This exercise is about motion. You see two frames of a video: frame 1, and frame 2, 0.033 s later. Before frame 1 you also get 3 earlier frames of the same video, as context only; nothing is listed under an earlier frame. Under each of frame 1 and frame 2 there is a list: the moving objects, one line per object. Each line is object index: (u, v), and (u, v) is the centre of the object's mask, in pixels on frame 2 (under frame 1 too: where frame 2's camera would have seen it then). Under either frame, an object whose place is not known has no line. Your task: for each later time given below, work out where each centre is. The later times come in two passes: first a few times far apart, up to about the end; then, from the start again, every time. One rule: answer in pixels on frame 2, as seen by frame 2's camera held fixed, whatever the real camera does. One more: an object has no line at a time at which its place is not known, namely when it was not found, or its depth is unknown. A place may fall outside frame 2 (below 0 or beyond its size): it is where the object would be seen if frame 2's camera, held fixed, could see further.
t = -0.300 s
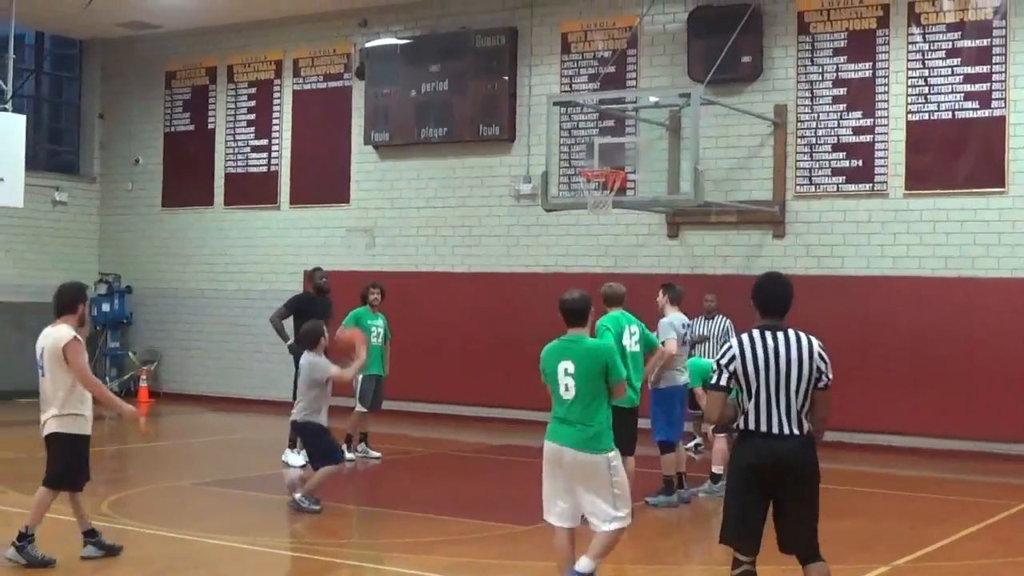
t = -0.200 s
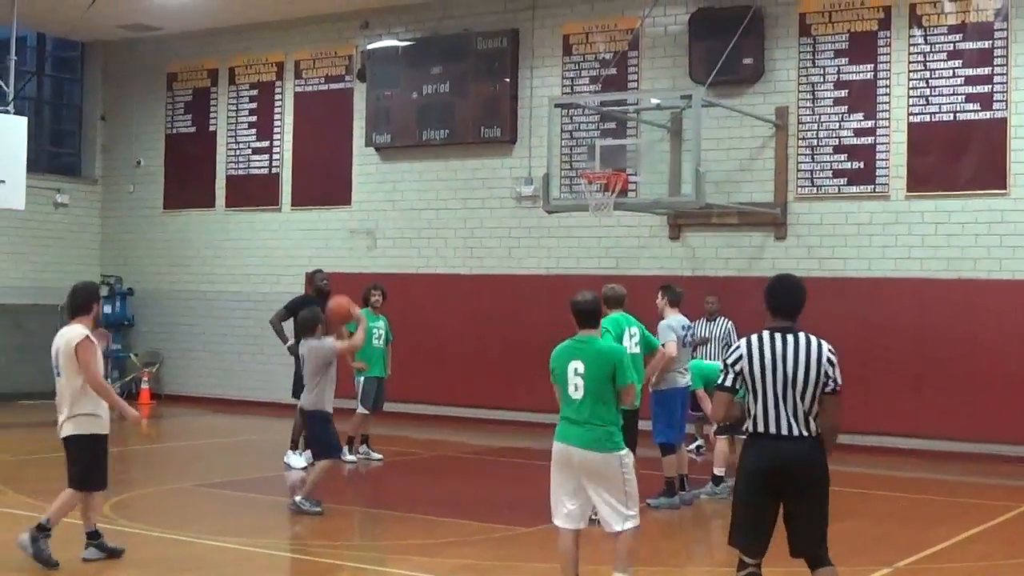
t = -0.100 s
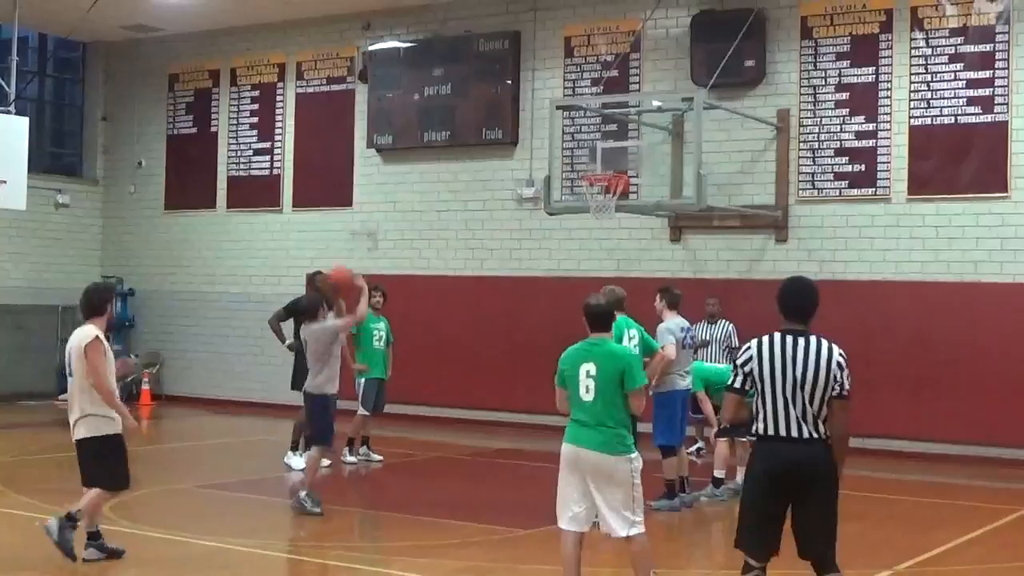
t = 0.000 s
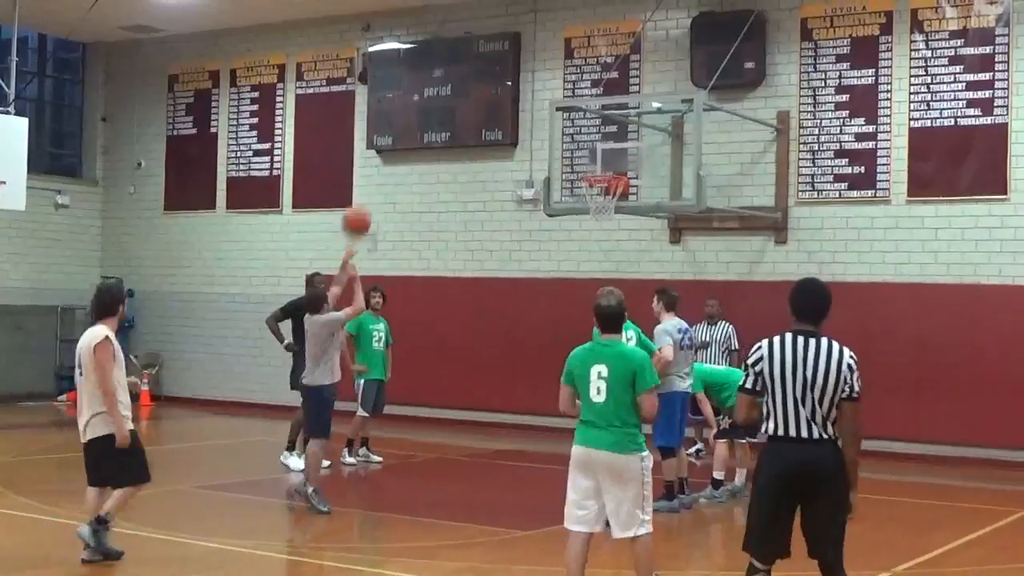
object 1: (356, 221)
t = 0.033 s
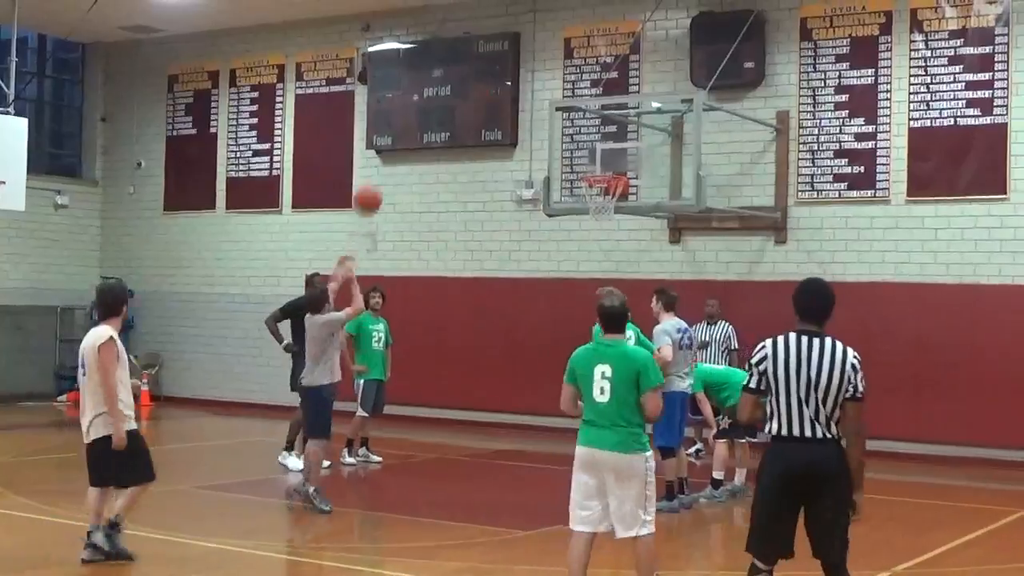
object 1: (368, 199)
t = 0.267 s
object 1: (439, 89)
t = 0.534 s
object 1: (507, 47)
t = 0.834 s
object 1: (572, 89)
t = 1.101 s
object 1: (612, 168)
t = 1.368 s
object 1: (604, 162)
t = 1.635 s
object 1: (621, 178)
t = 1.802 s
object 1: (628, 215)
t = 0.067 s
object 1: (378, 179)
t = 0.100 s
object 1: (389, 160)
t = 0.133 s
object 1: (400, 141)
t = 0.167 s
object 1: (411, 126)
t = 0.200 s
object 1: (421, 112)
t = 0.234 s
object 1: (429, 100)
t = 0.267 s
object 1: (439, 89)
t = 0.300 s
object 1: (449, 78)
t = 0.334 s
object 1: (459, 69)
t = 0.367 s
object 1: (467, 62)
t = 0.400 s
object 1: (475, 58)
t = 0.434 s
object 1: (484, 52)
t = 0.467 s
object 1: (492, 50)
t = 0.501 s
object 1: (500, 48)
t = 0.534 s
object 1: (507, 47)
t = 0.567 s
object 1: (516, 48)
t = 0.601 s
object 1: (522, 50)
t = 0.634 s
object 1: (530, 52)
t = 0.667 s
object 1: (538, 56)
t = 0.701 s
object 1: (545, 61)
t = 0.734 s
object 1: (552, 66)
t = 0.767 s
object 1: (559, 73)
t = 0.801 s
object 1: (565, 80)
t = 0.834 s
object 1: (572, 89)
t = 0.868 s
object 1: (579, 98)
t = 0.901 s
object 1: (587, 108)
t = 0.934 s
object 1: (591, 120)
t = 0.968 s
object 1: (600, 132)
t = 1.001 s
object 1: (604, 146)
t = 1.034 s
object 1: (609, 159)
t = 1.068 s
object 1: (614, 168)
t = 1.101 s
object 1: (612, 168)
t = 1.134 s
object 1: (607, 171)
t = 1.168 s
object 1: (601, 171)
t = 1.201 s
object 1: (593, 173)
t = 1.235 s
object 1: (594, 171)
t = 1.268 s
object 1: (596, 167)
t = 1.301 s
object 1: (599, 166)
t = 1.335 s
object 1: (601, 164)
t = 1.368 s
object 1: (604, 162)
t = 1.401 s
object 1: (605, 161)
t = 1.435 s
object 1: (609, 161)
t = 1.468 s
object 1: (611, 162)
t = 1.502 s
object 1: (614, 165)
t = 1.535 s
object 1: (617, 166)
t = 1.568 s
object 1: (619, 168)
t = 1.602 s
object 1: (620, 171)
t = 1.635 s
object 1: (621, 178)
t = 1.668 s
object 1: (623, 182)
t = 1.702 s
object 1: (623, 189)
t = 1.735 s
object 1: (626, 197)
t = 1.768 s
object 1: (626, 205)
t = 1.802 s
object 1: (628, 215)
